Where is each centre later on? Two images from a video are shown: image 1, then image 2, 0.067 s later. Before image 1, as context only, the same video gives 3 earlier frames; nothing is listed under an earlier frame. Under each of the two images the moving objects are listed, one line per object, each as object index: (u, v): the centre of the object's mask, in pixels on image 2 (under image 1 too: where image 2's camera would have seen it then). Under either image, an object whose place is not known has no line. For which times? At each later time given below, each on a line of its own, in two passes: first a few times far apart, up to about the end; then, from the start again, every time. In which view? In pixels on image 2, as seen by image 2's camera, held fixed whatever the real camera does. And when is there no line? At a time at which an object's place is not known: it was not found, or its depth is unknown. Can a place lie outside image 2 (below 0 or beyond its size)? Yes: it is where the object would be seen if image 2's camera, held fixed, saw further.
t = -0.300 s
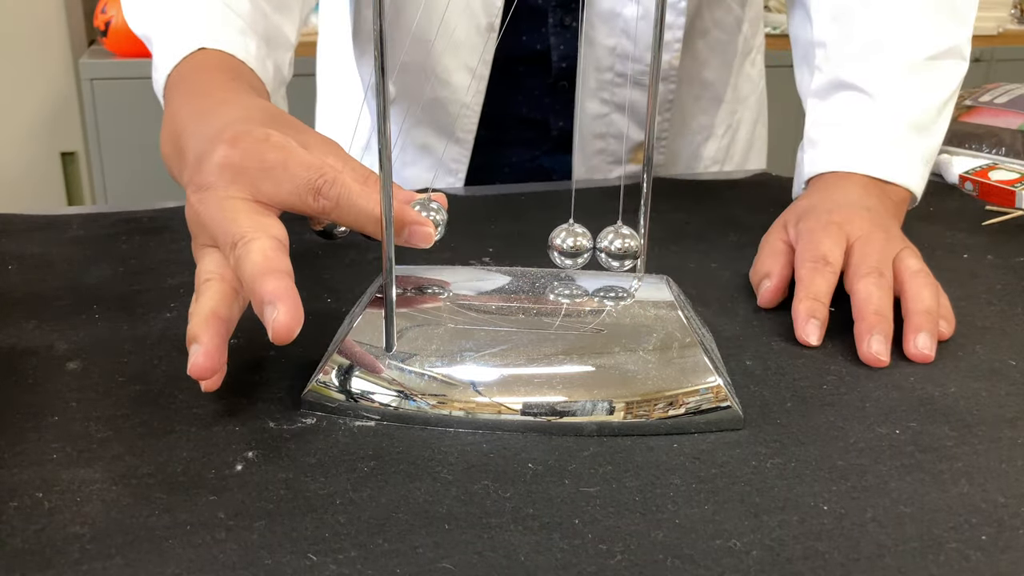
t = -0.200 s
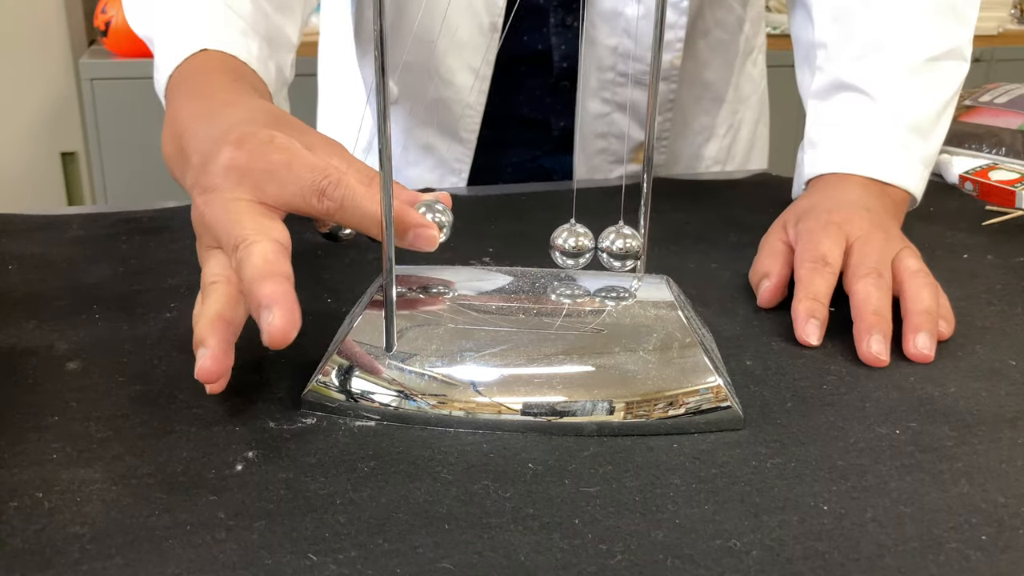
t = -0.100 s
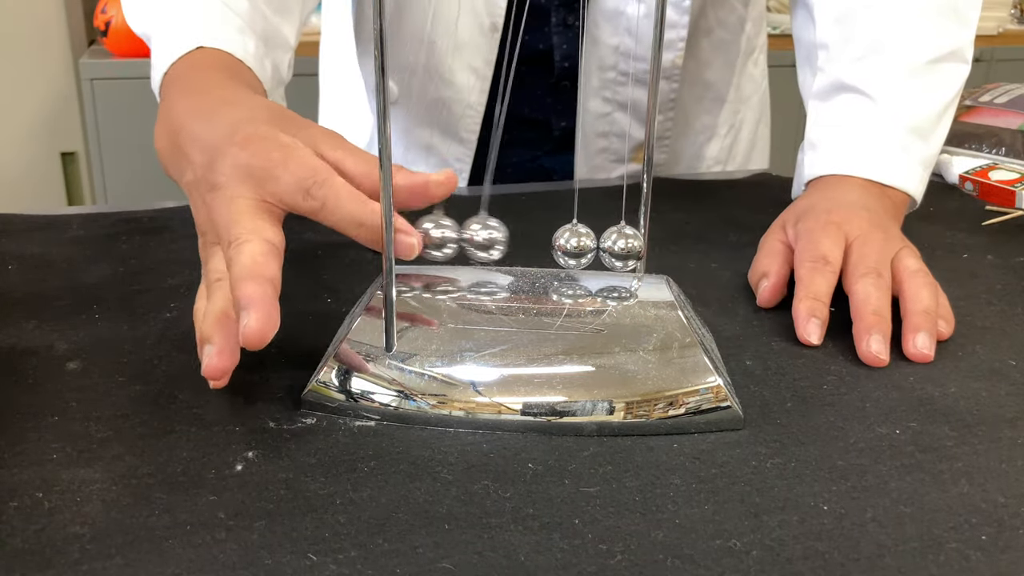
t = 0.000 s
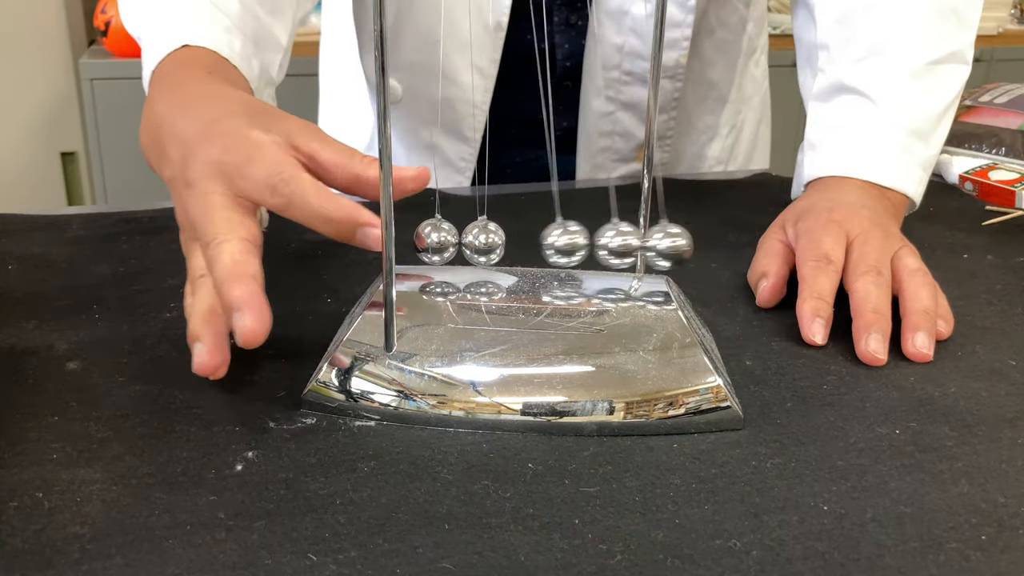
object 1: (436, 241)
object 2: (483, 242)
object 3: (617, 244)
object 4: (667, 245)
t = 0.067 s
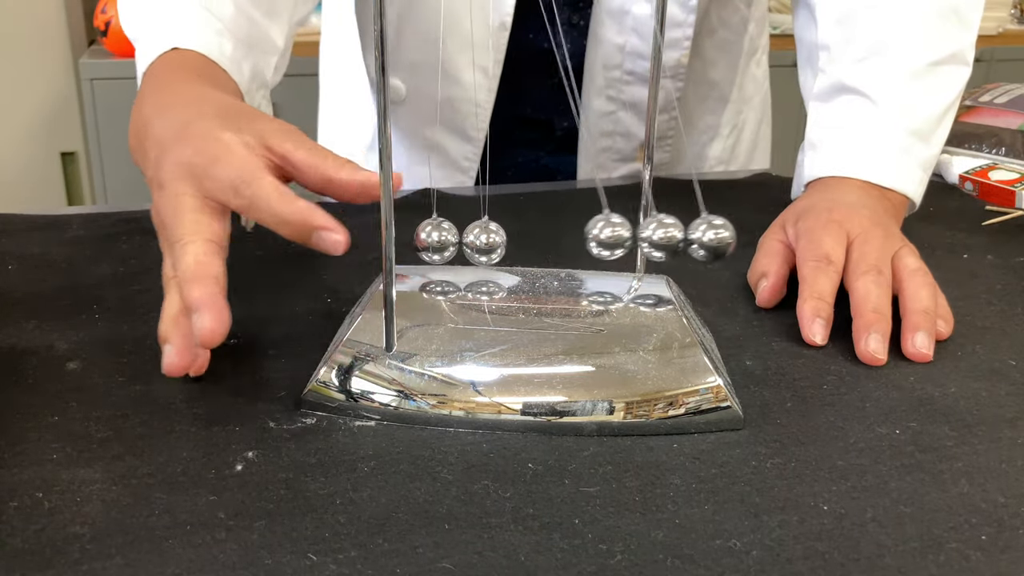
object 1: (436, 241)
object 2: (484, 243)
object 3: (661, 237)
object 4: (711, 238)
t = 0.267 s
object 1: (430, 241)
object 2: (478, 242)
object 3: (600, 246)
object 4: (650, 247)
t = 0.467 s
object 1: (338, 220)
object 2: (373, 221)
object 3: (565, 245)
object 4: (614, 247)
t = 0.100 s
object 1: (436, 241)
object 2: (484, 243)
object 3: (671, 234)
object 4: (721, 235)
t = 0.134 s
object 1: (435, 241)
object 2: (483, 243)
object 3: (672, 233)
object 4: (722, 234)
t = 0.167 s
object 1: (434, 241)
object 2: (482, 242)
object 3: (665, 236)
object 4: (715, 236)
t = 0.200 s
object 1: (433, 241)
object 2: (481, 242)
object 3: (651, 239)
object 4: (699, 240)
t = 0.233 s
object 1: (432, 241)
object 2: (479, 243)
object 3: (627, 243)
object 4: (677, 244)
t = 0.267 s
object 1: (430, 241)
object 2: (478, 242)
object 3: (600, 246)
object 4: (650, 247)
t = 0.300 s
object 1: (429, 241)
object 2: (476, 242)
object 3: (571, 245)
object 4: (619, 247)
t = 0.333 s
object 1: (408, 238)
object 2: (450, 240)
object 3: (567, 245)
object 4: (614, 247)
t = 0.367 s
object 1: (369, 229)
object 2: (425, 234)
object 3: (566, 245)
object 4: (613, 247)
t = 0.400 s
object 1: (357, 225)
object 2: (410, 228)
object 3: (565, 245)
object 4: (613, 247)
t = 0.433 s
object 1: (344, 222)
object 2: (393, 223)
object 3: (565, 245)
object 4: (613, 247)
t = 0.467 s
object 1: (338, 220)
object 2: (373, 221)
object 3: (565, 245)
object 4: (614, 247)
